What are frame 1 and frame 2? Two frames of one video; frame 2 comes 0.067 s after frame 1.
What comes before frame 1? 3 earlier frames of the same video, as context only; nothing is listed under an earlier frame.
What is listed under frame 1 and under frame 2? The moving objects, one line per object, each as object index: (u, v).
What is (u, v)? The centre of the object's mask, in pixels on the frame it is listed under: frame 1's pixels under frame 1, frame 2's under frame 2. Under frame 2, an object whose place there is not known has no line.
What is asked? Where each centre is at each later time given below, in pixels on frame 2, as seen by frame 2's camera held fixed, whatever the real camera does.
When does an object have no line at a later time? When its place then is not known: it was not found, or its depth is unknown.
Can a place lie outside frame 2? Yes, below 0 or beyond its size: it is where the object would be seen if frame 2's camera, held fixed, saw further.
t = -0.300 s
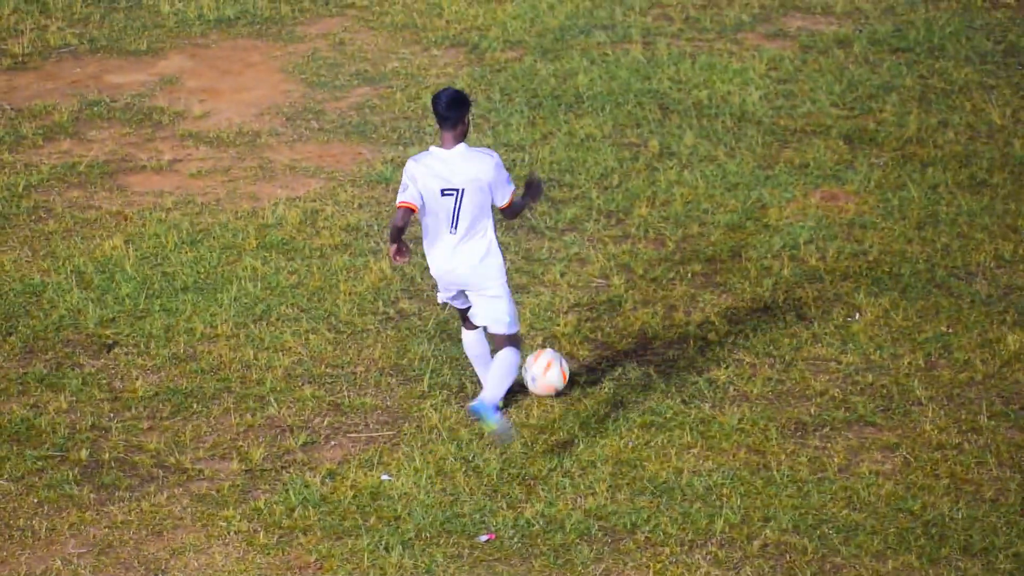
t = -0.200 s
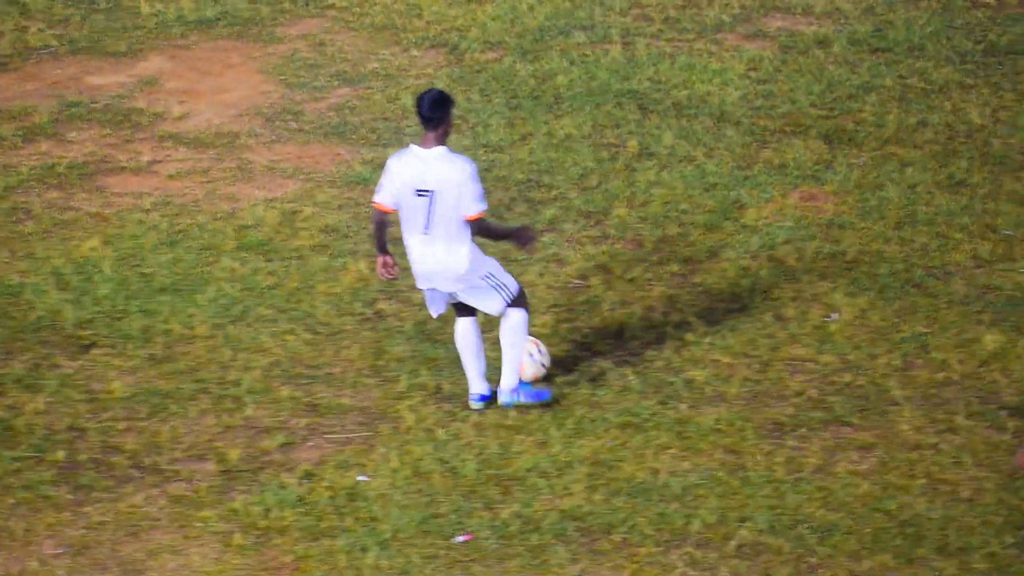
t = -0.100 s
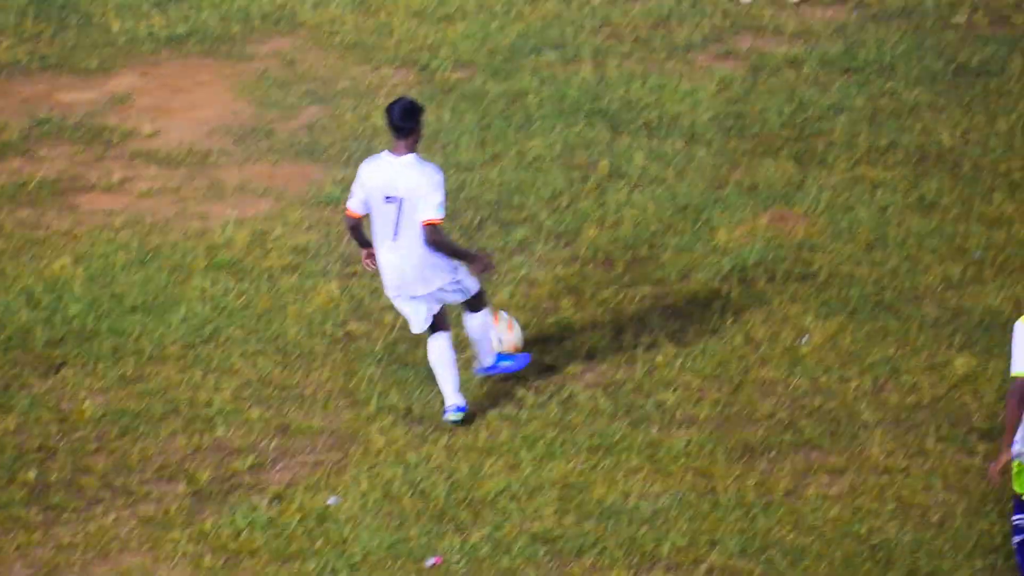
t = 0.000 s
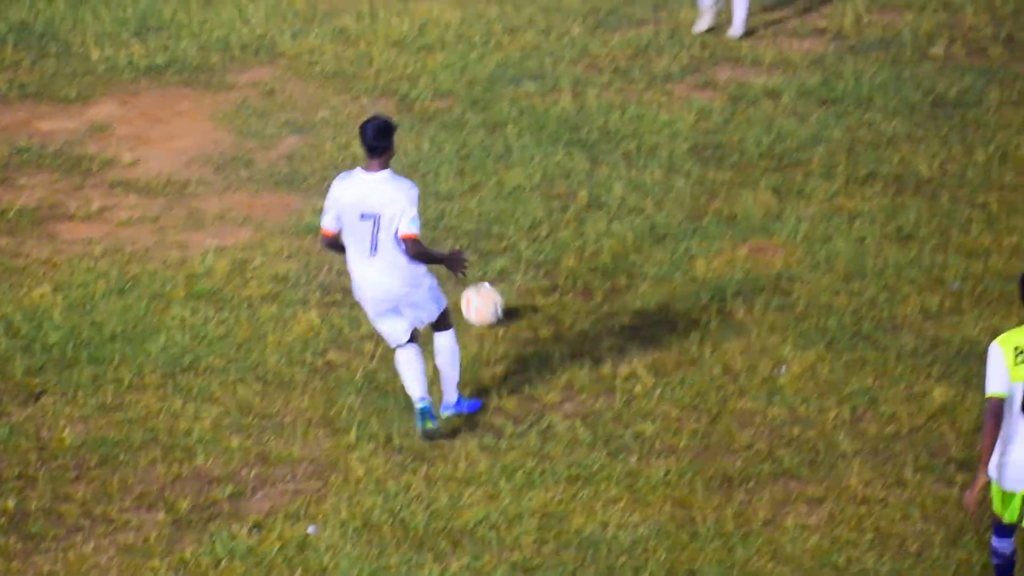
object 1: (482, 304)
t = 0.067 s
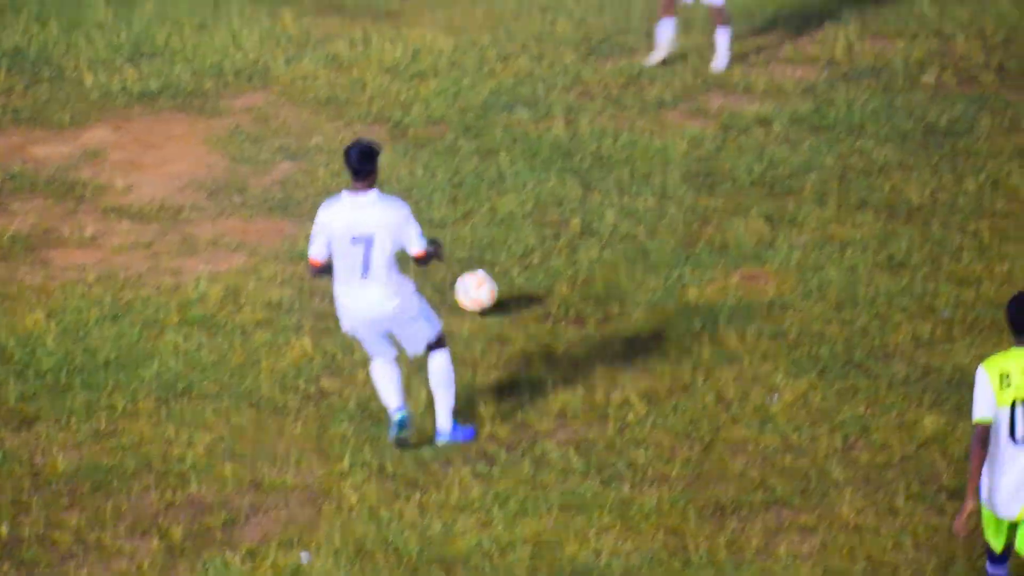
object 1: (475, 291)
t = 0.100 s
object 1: (476, 273)
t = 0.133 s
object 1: (476, 261)
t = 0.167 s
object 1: (477, 249)
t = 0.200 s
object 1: (477, 237)
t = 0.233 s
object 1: (477, 220)
